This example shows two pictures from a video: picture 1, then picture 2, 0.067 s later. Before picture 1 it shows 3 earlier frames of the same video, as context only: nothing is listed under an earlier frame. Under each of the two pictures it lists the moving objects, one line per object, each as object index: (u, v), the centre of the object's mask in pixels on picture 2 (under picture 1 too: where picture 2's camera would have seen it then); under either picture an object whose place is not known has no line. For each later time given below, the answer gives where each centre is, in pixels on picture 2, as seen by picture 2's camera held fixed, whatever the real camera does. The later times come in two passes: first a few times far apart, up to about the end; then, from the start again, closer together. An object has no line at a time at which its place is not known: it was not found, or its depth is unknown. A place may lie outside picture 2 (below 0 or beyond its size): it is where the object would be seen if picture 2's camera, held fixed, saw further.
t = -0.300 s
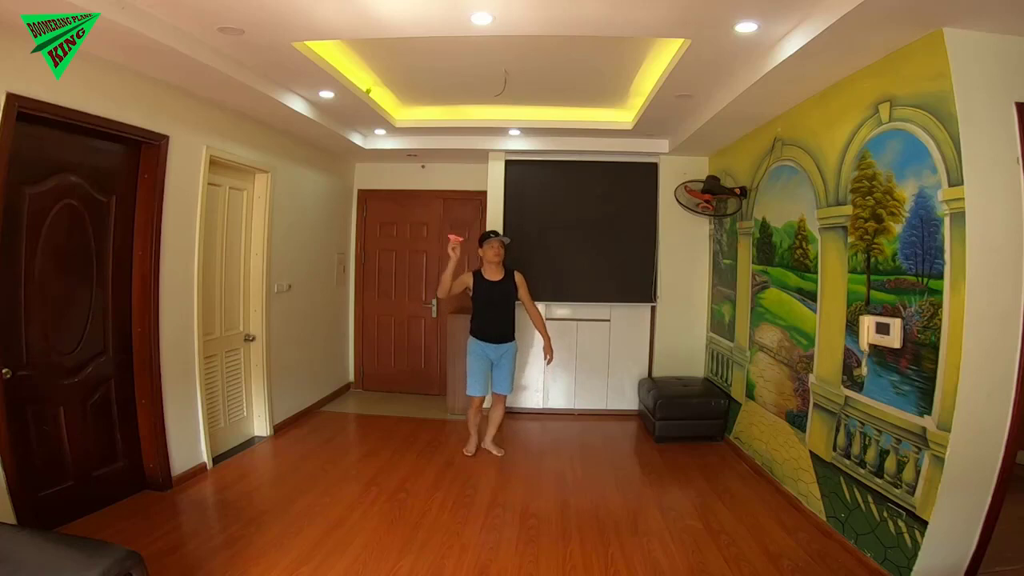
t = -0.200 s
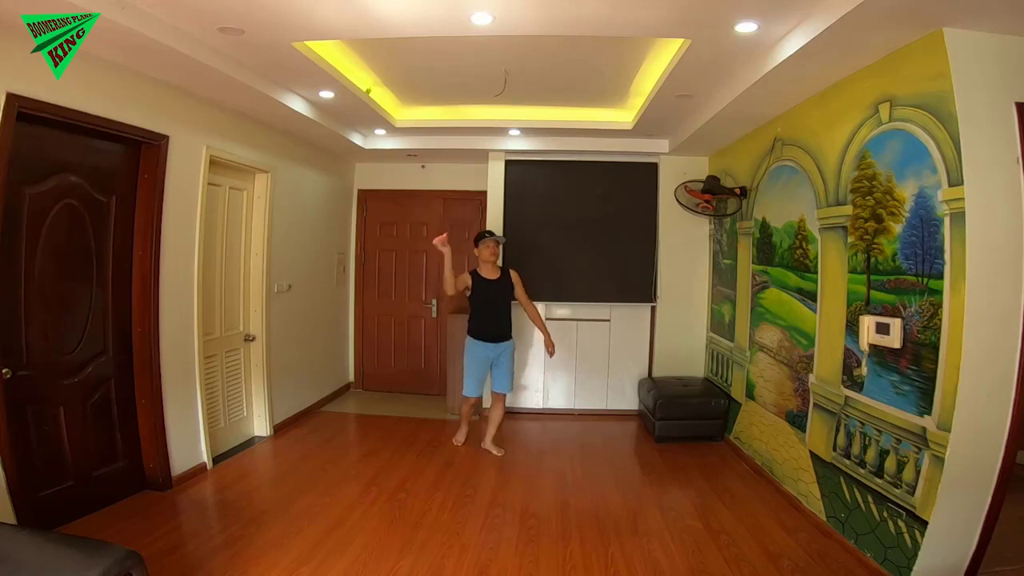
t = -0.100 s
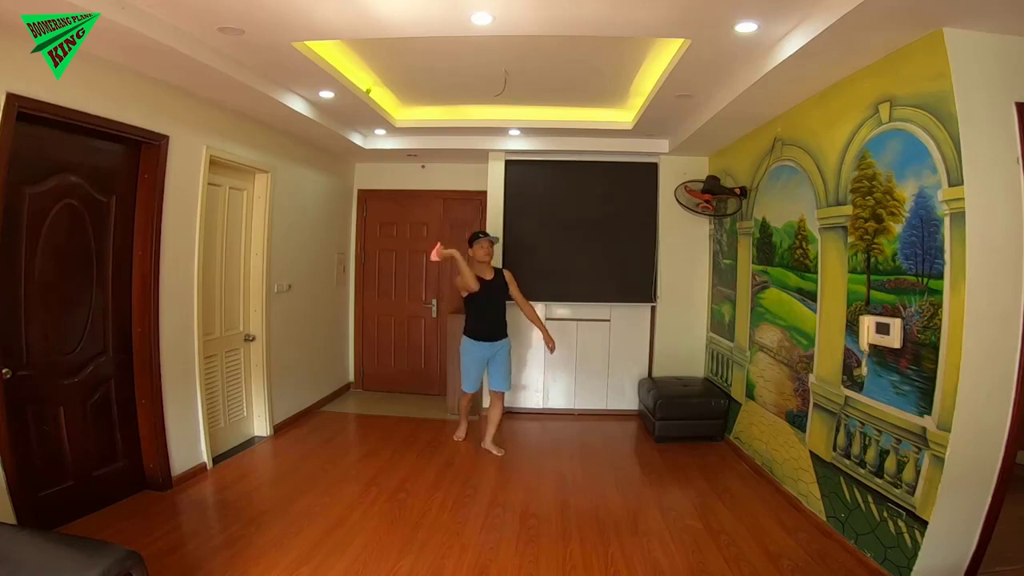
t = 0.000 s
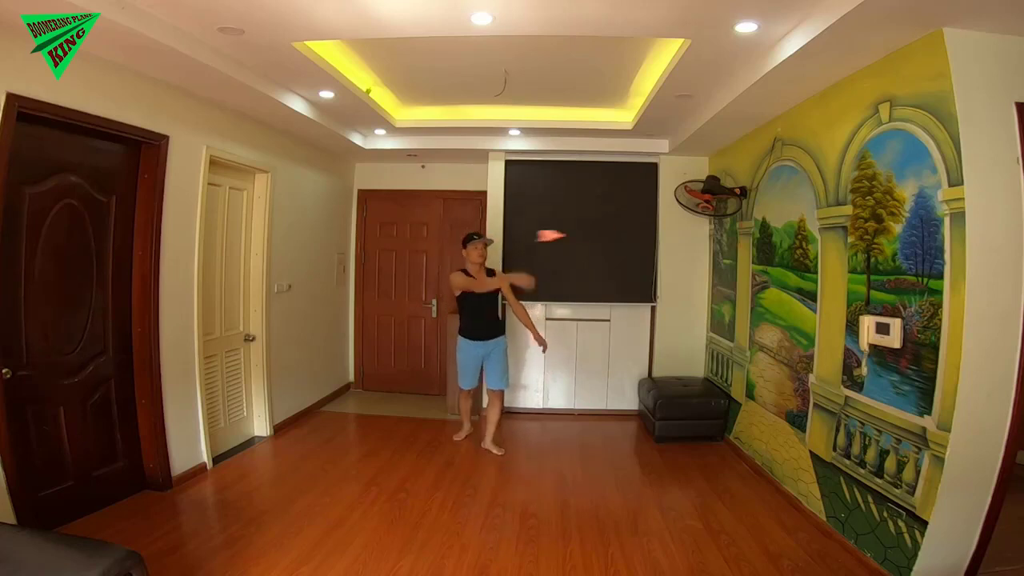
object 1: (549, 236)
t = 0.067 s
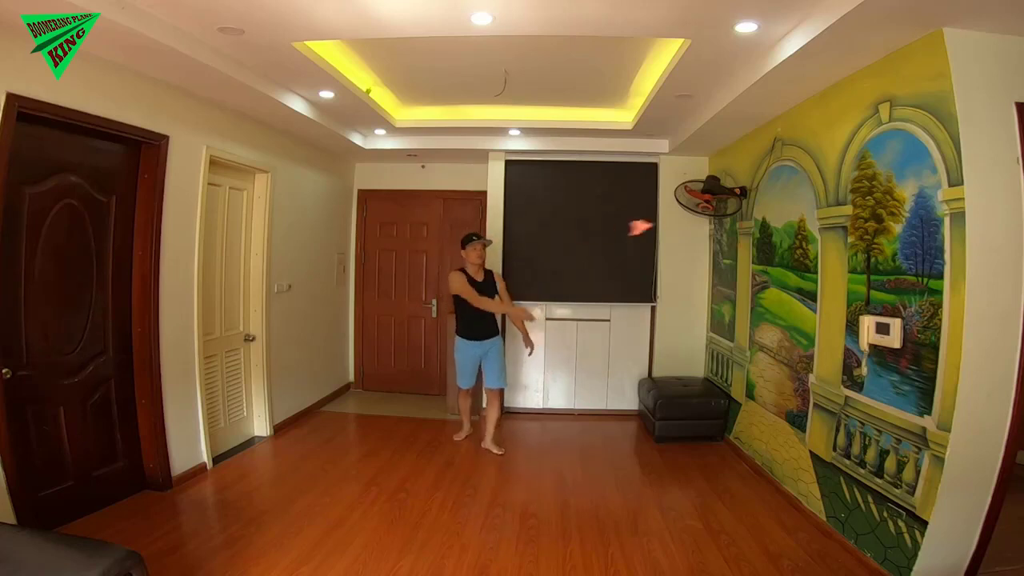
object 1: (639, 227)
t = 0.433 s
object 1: (596, 281)
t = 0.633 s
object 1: (374, 424)
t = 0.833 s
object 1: (370, 465)
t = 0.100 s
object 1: (676, 221)
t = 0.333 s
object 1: (716, 217)
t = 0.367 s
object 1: (683, 233)
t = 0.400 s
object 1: (642, 255)
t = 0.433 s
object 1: (596, 281)
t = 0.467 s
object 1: (547, 310)
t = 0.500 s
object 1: (498, 339)
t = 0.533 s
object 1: (455, 365)
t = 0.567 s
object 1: (421, 388)
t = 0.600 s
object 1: (394, 408)
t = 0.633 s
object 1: (374, 424)
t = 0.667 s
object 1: (362, 436)
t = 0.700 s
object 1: (354, 446)
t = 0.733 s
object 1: (352, 453)
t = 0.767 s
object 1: (355, 458)
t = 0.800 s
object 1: (361, 462)
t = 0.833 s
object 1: (370, 465)
